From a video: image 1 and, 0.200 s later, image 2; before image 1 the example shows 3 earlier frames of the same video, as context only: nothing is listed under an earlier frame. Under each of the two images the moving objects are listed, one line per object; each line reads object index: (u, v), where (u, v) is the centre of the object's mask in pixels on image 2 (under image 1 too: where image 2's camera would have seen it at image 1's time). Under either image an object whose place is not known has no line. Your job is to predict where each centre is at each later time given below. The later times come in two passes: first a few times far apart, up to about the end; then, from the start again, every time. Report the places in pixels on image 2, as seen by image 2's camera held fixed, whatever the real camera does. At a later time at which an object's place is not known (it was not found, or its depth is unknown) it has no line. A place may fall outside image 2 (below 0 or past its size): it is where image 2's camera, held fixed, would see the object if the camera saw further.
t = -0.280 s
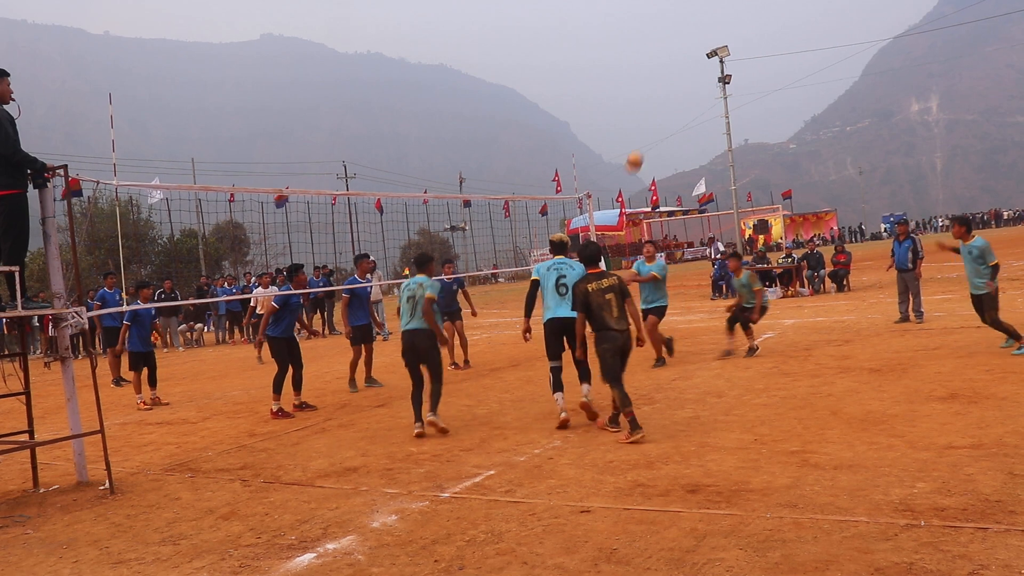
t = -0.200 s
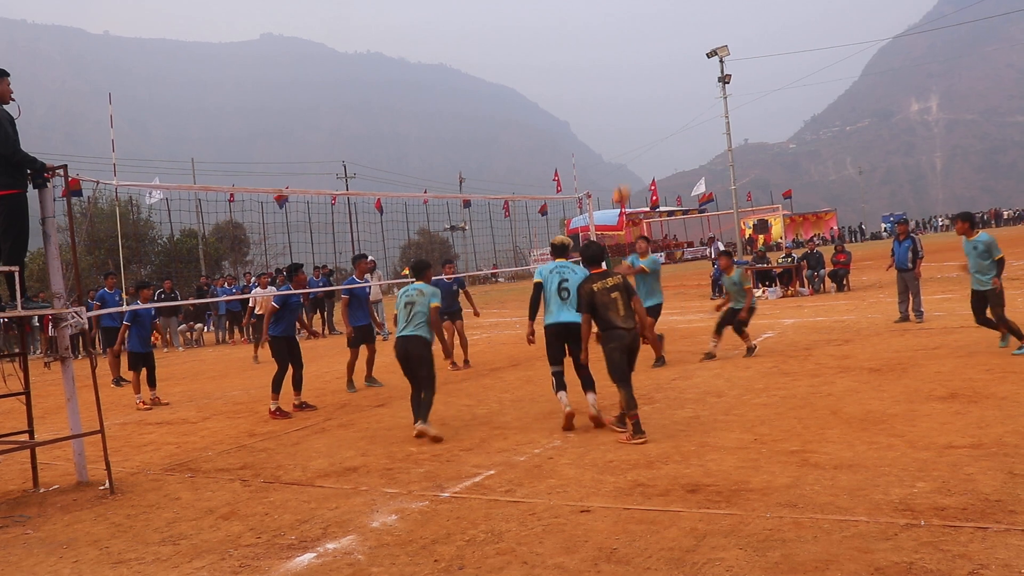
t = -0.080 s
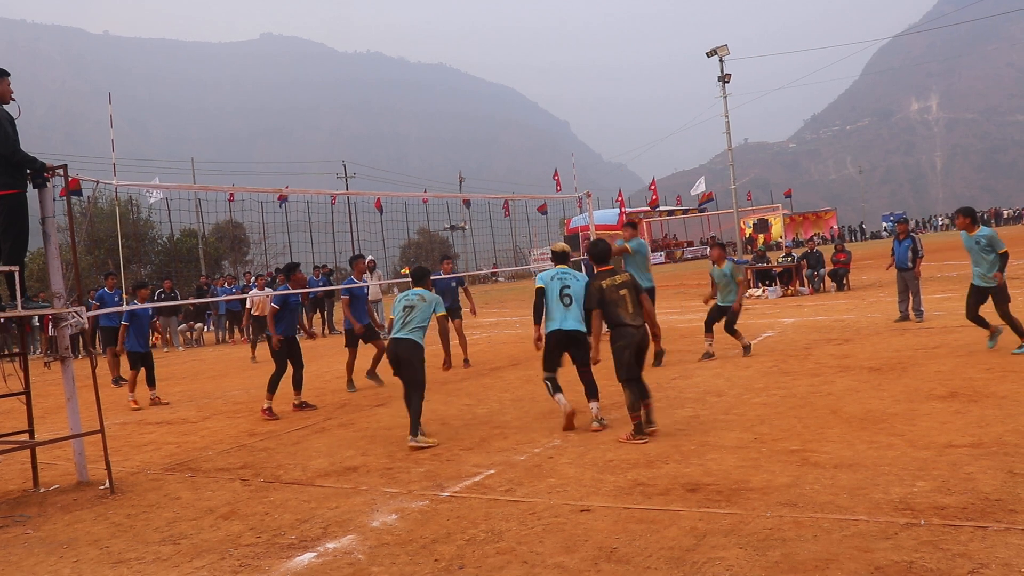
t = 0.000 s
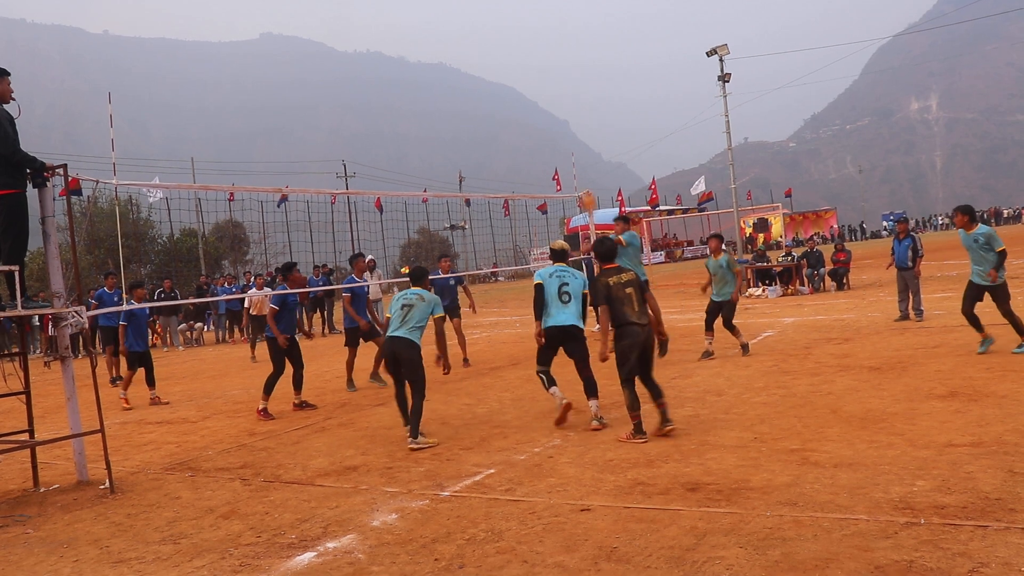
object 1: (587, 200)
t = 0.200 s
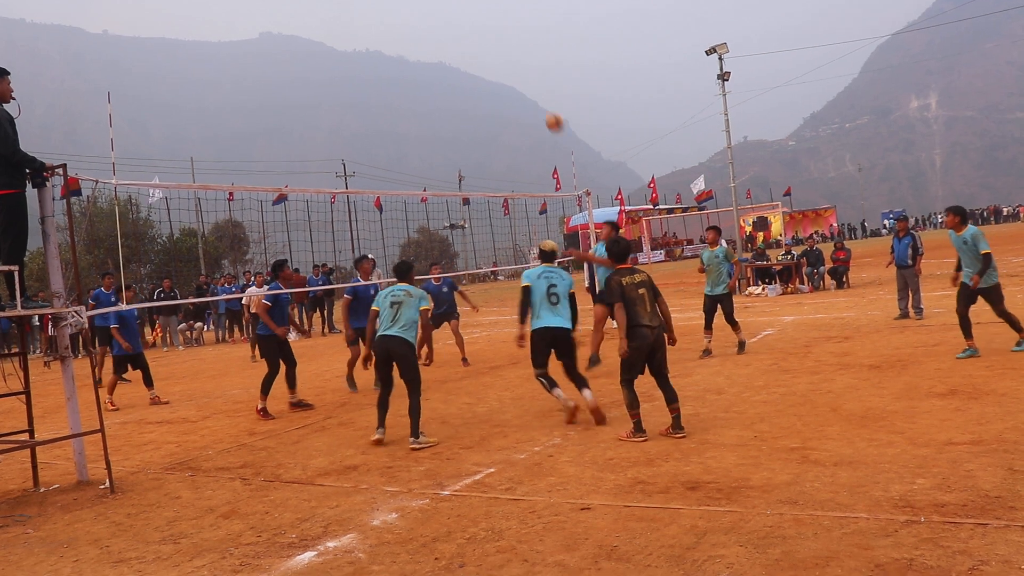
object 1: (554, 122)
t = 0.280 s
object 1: (541, 100)
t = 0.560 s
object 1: (500, 61)
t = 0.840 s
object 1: (463, 86)
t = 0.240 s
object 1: (548, 111)
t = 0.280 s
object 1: (541, 100)
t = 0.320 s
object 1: (535, 91)
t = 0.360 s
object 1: (529, 83)
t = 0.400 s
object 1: (523, 76)
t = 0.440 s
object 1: (517, 70)
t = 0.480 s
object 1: (511, 66)
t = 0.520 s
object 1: (505, 63)
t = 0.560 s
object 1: (500, 61)
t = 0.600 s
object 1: (494, 61)
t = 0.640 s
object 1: (488, 62)
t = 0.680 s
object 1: (483, 64)
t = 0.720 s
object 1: (478, 67)
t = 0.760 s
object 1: (473, 72)
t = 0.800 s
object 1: (468, 78)
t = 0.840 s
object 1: (463, 86)
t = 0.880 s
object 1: (458, 95)
